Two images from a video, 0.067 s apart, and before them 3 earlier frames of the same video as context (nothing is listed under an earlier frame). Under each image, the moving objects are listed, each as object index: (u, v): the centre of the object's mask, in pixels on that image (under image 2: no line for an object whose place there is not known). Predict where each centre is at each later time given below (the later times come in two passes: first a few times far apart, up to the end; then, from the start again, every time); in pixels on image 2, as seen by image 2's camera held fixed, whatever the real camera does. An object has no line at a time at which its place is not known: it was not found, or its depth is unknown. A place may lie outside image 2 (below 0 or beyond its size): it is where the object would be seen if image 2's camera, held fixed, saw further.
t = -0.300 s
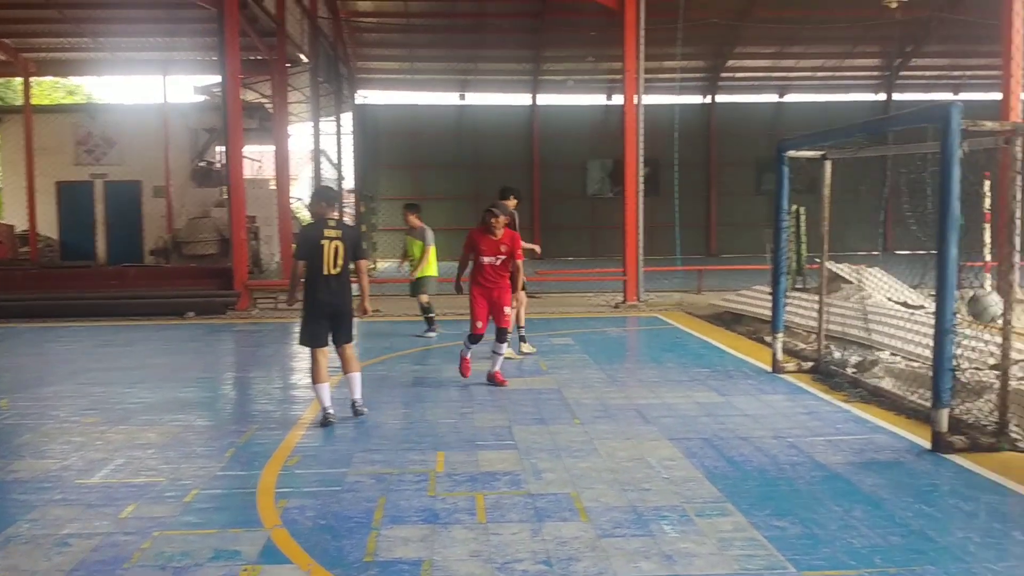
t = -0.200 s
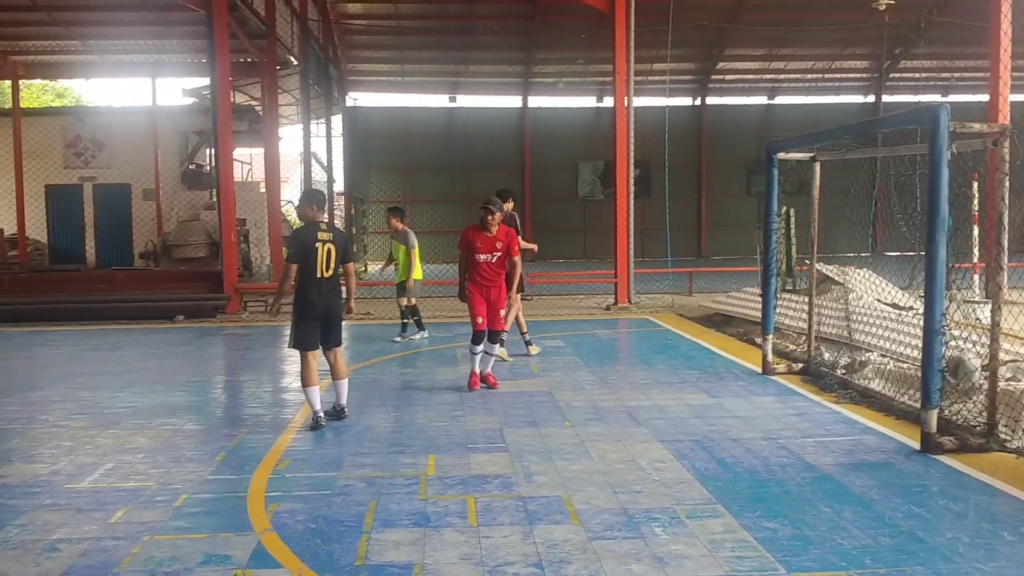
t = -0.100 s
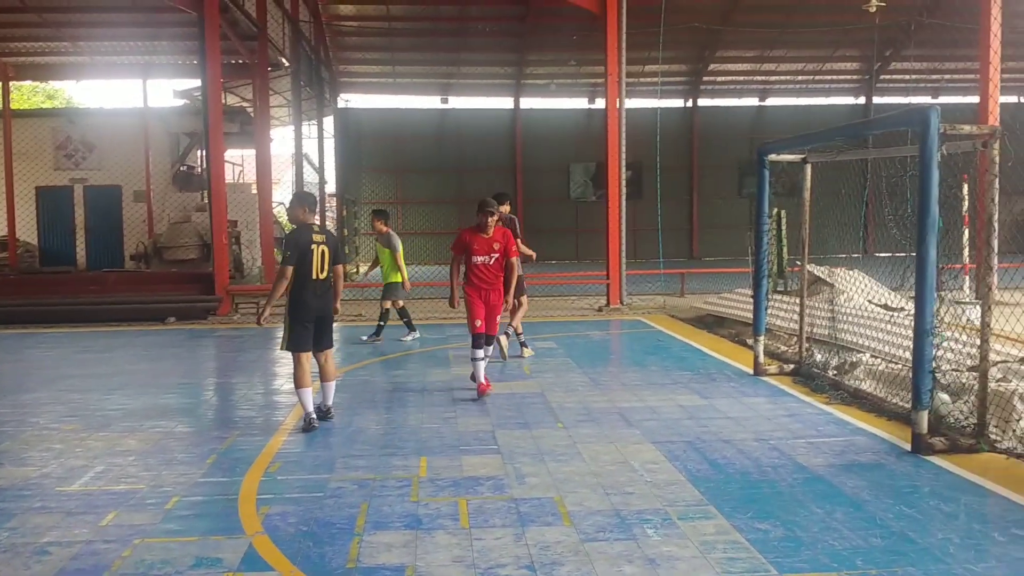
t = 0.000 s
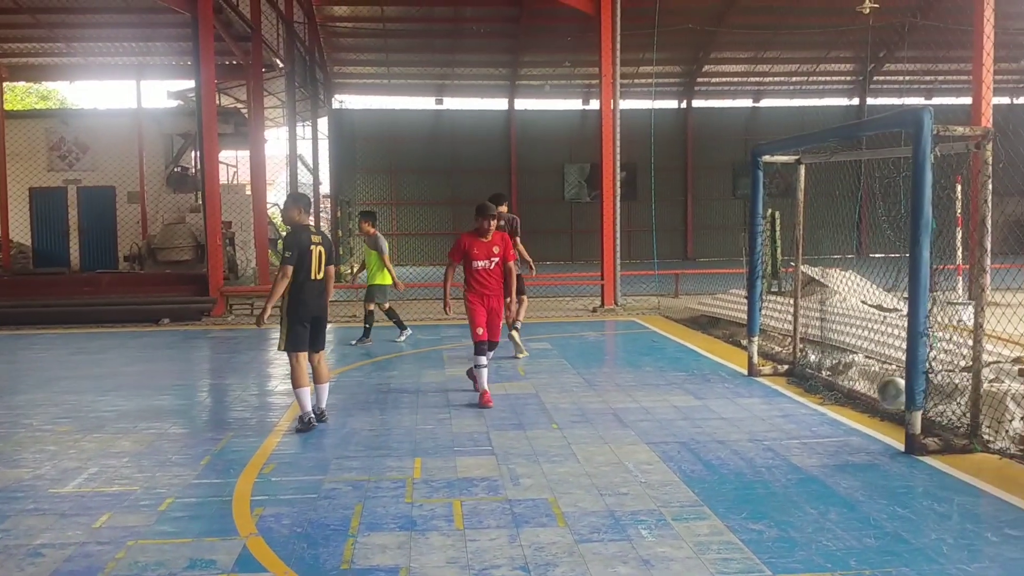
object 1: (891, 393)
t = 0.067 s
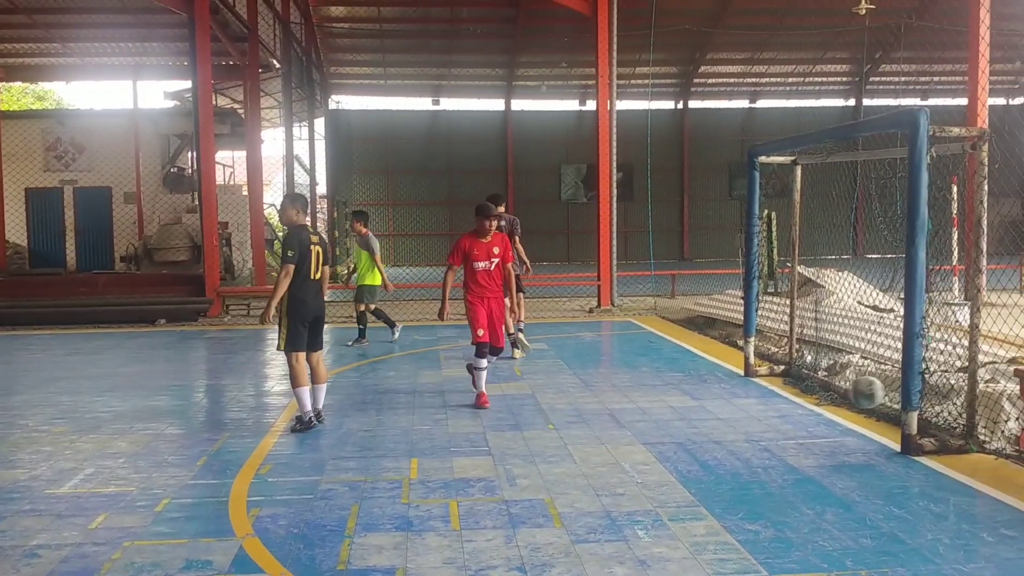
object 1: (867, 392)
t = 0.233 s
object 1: (807, 419)
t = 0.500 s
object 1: (722, 427)
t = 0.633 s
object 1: (679, 439)
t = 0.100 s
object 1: (855, 394)
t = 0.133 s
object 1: (843, 398)
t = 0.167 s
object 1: (831, 403)
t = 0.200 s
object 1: (819, 410)
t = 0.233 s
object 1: (807, 419)
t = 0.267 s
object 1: (794, 430)
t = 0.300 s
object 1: (783, 434)
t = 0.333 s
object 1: (773, 428)
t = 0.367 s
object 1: (763, 424)
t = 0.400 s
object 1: (753, 423)
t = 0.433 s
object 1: (742, 422)
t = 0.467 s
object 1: (732, 423)
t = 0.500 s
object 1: (722, 427)
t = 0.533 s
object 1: (711, 431)
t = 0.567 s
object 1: (701, 438)
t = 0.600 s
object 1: (690, 443)
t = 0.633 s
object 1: (679, 439)
